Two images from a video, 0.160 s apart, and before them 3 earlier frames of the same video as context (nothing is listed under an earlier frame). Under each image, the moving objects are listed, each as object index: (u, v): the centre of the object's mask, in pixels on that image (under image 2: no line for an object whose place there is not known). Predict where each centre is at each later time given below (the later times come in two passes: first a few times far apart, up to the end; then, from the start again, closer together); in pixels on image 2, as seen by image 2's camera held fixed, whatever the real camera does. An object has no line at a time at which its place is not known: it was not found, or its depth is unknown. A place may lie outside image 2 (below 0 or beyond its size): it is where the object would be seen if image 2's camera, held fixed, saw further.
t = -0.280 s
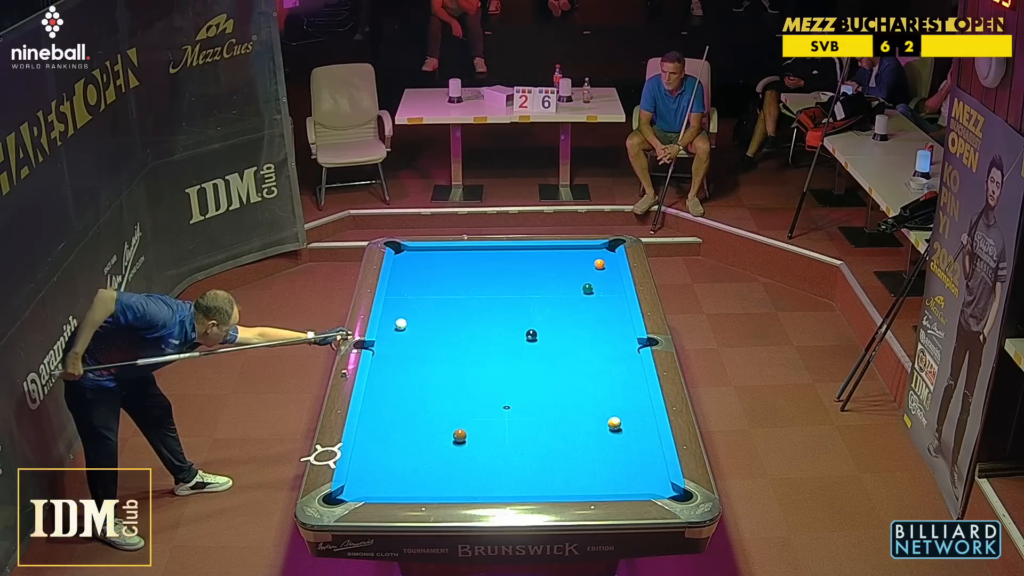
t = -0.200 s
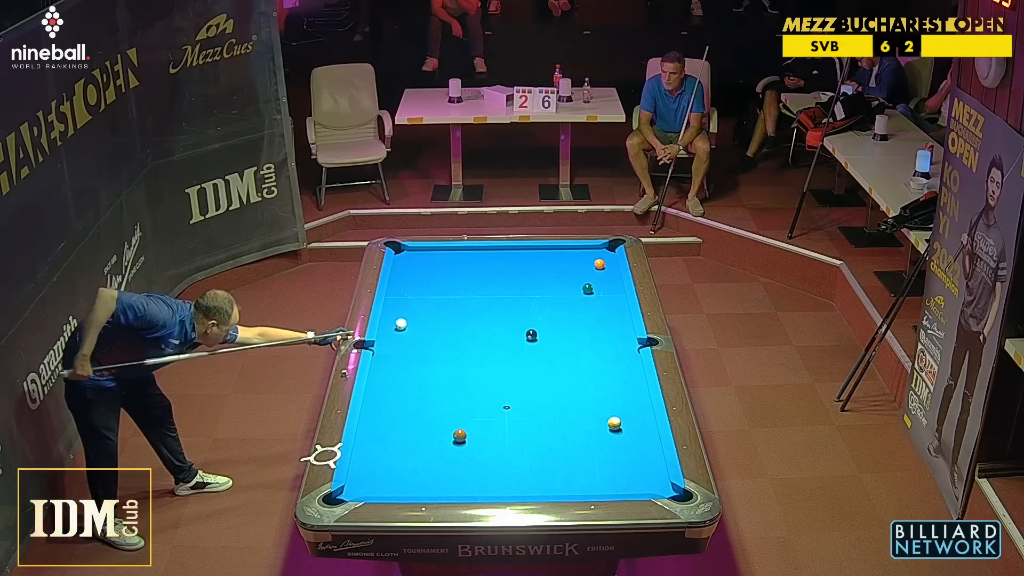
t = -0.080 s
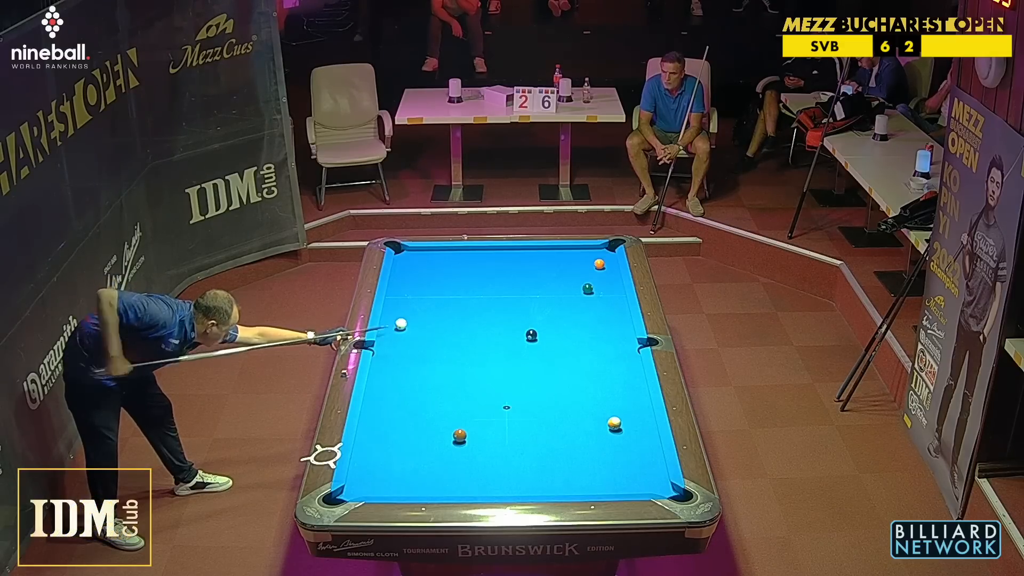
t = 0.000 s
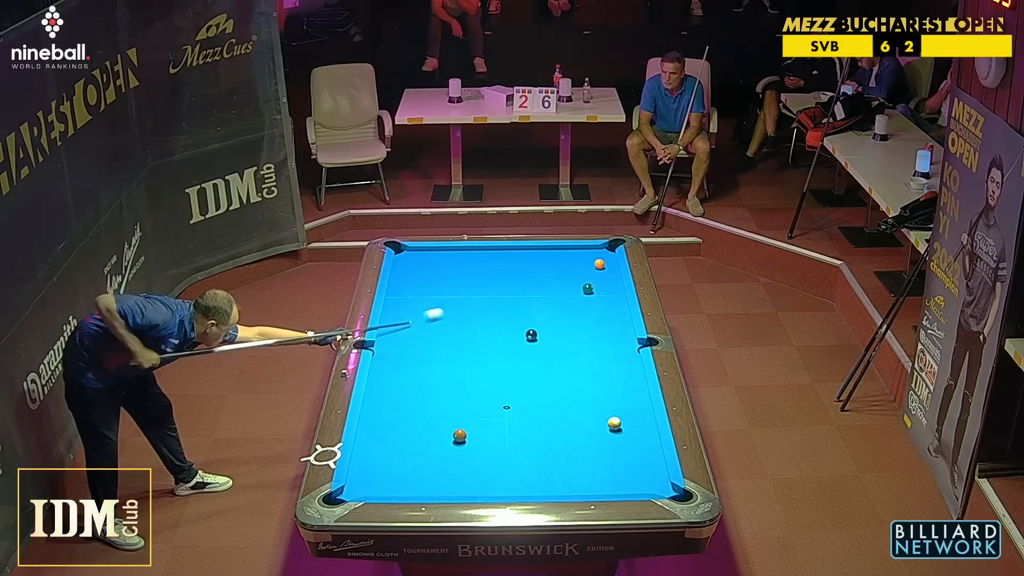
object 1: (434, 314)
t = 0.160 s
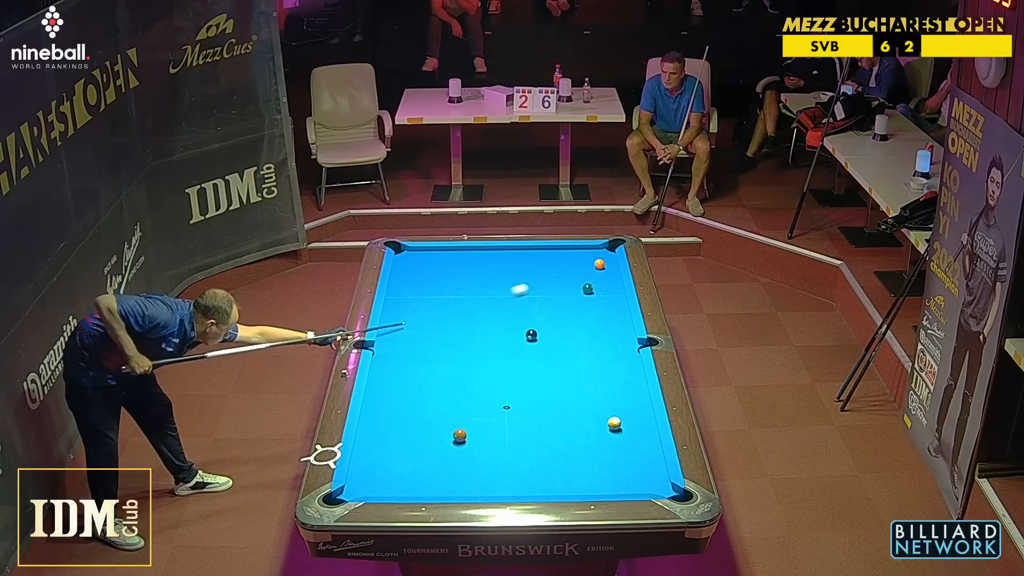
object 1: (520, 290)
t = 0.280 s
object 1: (575, 274)
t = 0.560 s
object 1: (578, 275)
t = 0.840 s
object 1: (531, 282)
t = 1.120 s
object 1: (490, 288)
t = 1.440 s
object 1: (443, 294)
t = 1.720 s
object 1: (403, 300)
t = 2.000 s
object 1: (402, 303)
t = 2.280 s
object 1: (420, 304)
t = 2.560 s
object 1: (436, 306)
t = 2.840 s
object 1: (452, 307)
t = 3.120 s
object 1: (466, 308)
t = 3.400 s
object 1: (480, 309)
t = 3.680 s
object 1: (492, 310)
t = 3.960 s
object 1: (503, 311)
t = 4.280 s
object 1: (515, 313)
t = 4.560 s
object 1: (523, 313)
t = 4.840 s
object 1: (531, 314)
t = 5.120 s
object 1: (537, 315)
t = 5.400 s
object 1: (543, 316)
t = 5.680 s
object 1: (544, 316)
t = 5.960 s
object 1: (546, 316)
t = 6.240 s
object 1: (547, 316)
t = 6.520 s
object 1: (547, 317)
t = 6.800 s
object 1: (548, 317)
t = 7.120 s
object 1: (548, 317)
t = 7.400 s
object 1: (548, 317)
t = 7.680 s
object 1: (551, 317)
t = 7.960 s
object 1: (551, 317)
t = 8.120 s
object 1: (551, 317)
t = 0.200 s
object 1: (539, 284)
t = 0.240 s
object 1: (557, 279)
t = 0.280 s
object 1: (575, 274)
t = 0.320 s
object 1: (590, 270)
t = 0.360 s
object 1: (606, 268)
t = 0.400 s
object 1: (613, 270)
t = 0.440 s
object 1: (604, 271)
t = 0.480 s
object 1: (595, 273)
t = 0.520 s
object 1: (586, 274)
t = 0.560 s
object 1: (578, 275)
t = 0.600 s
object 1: (570, 277)
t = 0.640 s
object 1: (562, 278)
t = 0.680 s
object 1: (556, 279)
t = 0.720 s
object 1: (549, 280)
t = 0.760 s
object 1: (543, 281)
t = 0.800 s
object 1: (537, 282)
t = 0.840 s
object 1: (531, 282)
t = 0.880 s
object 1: (525, 283)
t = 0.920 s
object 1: (520, 284)
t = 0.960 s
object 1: (514, 285)
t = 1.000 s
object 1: (508, 286)
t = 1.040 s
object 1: (502, 286)
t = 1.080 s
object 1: (496, 287)
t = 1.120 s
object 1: (490, 288)
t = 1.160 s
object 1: (484, 289)
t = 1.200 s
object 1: (478, 290)
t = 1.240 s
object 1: (472, 291)
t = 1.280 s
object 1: (466, 291)
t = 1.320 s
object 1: (461, 292)
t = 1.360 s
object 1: (454, 293)
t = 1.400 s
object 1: (449, 294)
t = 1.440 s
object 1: (443, 294)
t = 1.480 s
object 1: (437, 295)
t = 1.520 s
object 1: (431, 296)
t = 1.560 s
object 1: (426, 297)
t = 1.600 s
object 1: (420, 298)
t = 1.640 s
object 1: (414, 298)
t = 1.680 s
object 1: (409, 299)
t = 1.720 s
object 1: (403, 300)
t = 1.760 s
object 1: (397, 301)
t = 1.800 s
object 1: (392, 301)
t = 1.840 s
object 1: (390, 302)
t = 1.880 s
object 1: (393, 302)
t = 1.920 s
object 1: (397, 303)
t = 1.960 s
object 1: (399, 303)
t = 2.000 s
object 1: (402, 303)
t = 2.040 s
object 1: (405, 303)
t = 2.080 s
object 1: (407, 303)
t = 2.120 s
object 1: (409, 304)
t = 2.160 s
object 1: (412, 304)
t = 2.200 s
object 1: (415, 304)
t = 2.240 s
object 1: (417, 304)
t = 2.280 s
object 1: (420, 304)
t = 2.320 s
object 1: (422, 305)
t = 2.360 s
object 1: (424, 305)
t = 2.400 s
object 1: (427, 305)
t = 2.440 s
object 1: (429, 305)
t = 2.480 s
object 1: (432, 306)
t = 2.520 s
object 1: (434, 306)
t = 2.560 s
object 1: (436, 306)
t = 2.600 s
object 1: (438, 306)
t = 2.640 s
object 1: (441, 306)
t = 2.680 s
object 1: (443, 306)
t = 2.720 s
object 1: (445, 307)
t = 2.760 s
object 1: (447, 307)
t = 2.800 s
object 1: (449, 307)
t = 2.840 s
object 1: (452, 307)
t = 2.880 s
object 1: (454, 307)
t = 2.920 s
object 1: (456, 307)
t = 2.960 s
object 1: (458, 308)
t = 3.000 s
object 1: (460, 308)
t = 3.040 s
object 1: (462, 308)
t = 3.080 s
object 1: (464, 308)
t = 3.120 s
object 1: (466, 308)
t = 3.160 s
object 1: (468, 308)
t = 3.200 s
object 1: (470, 308)
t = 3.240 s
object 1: (472, 309)
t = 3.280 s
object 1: (474, 309)
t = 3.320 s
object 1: (476, 309)
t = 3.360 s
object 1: (478, 309)
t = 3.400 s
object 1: (480, 309)
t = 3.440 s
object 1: (482, 309)
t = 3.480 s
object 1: (483, 310)
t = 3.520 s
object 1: (485, 310)
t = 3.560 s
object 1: (487, 310)
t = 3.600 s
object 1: (488, 310)
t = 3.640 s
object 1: (490, 310)
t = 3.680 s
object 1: (492, 310)
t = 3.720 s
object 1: (494, 310)
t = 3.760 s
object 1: (495, 311)
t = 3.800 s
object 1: (497, 311)
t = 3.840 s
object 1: (499, 311)
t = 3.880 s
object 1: (500, 311)
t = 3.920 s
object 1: (502, 311)
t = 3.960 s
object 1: (503, 311)
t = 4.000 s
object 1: (505, 311)
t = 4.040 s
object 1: (506, 312)
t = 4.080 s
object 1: (508, 312)
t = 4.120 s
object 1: (509, 312)
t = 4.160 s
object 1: (511, 312)
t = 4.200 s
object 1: (512, 312)
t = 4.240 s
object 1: (513, 312)
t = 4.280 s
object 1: (515, 313)
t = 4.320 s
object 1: (516, 313)
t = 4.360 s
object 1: (517, 313)
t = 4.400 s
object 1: (518, 313)
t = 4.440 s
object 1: (520, 313)
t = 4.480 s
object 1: (521, 313)
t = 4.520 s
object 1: (522, 313)
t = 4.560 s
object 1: (523, 313)
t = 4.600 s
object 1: (525, 314)
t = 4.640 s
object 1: (526, 314)
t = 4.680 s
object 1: (527, 314)
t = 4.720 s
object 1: (528, 314)
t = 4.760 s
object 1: (529, 314)
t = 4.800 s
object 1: (530, 314)
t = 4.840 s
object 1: (531, 314)
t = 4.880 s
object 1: (532, 315)
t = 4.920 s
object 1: (533, 315)
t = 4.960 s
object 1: (534, 315)
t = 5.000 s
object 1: (535, 315)
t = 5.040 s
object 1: (536, 315)
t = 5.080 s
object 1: (536, 315)
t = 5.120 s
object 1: (537, 315)
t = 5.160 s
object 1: (538, 315)
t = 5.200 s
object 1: (539, 315)
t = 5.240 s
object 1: (539, 316)
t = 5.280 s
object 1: (540, 316)
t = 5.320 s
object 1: (541, 316)
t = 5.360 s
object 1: (542, 316)
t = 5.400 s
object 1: (543, 316)
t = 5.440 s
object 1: (542, 316)
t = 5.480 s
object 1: (542, 316)
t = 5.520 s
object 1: (543, 316)
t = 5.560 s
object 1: (543, 316)
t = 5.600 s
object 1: (543, 316)
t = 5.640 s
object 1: (544, 316)
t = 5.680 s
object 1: (544, 316)
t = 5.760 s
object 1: (545, 316)
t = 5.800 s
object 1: (545, 316)
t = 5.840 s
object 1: (545, 316)
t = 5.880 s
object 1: (545, 316)
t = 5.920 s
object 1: (546, 316)
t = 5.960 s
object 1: (546, 316)
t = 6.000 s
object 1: (546, 316)
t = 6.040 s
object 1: (546, 316)
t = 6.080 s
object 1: (546, 316)
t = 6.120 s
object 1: (547, 316)
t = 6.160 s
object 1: (547, 316)
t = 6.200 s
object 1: (547, 316)
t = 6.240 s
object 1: (547, 316)
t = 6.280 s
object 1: (547, 316)
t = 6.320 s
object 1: (547, 316)
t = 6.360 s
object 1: (547, 316)
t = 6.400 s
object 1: (547, 316)
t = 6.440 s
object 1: (547, 316)
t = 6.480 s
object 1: (547, 316)
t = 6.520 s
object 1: (547, 317)
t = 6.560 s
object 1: (548, 317)
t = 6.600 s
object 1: (548, 317)
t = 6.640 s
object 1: (548, 317)
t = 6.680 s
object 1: (548, 317)
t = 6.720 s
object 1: (548, 317)
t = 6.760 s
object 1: (548, 317)
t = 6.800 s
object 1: (548, 317)
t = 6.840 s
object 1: (548, 317)
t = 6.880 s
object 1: (548, 317)
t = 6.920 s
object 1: (548, 317)
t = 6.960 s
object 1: (548, 317)
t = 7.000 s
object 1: (548, 317)
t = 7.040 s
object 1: (548, 317)
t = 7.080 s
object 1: (548, 317)
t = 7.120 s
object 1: (548, 317)
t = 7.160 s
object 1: (548, 317)
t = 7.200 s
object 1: (548, 317)
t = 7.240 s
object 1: (548, 317)
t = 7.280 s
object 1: (548, 317)
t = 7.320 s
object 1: (548, 317)
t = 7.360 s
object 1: (548, 317)
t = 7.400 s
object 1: (548, 317)
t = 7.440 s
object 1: (548, 317)
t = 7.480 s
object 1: (548, 317)
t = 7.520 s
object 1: (551, 317)
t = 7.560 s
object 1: (551, 317)
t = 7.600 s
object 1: (551, 317)
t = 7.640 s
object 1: (551, 317)
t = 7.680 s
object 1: (551, 317)
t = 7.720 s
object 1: (551, 317)
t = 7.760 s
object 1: (551, 317)
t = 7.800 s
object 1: (551, 317)
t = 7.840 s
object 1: (551, 317)
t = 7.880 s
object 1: (551, 317)
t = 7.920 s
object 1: (551, 317)
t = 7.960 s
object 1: (551, 317)
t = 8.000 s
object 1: (551, 317)
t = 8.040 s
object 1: (551, 317)
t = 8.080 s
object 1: (551, 317)
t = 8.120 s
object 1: (551, 317)
